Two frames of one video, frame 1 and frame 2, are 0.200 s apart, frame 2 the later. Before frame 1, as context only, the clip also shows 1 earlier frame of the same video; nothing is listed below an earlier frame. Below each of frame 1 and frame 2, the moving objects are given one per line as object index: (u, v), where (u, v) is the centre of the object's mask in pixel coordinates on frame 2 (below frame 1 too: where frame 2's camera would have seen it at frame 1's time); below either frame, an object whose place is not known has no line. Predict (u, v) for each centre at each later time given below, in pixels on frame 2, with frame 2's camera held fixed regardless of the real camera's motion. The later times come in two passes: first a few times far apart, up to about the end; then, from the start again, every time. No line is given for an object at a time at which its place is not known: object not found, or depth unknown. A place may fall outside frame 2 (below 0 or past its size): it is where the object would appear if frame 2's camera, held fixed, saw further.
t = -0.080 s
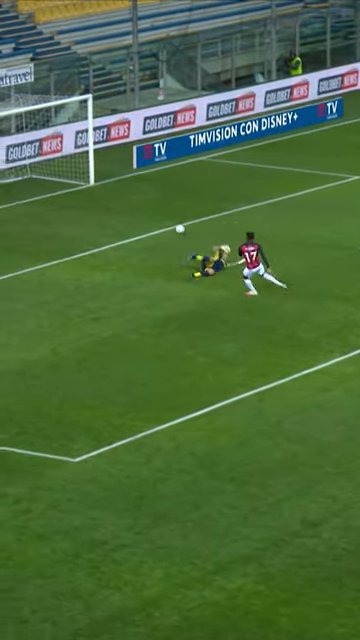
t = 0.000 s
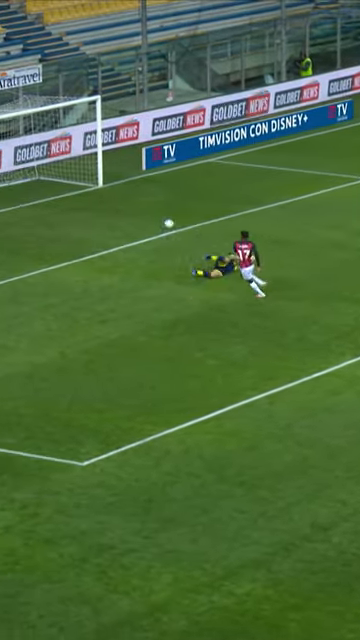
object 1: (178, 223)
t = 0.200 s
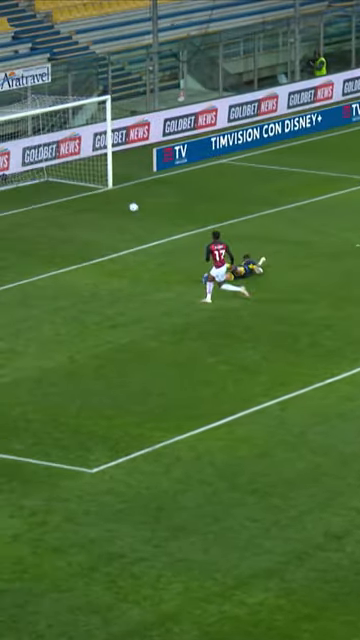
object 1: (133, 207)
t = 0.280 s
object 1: (116, 201)
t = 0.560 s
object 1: (63, 184)
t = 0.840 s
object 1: (55, 153)
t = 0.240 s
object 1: (124, 204)
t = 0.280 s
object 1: (116, 201)
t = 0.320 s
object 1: (108, 198)
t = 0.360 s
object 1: (100, 195)
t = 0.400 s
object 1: (92, 193)
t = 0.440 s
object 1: (85, 190)
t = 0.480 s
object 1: (77, 188)
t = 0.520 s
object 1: (69, 186)
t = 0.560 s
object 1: (63, 184)
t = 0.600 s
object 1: (56, 182)
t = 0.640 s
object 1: (49, 179)
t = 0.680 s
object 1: (46, 176)
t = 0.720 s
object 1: (46, 168)
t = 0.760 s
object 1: (49, 160)
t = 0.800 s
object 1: (52, 156)
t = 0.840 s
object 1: (55, 153)
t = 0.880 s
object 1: (56, 150)
